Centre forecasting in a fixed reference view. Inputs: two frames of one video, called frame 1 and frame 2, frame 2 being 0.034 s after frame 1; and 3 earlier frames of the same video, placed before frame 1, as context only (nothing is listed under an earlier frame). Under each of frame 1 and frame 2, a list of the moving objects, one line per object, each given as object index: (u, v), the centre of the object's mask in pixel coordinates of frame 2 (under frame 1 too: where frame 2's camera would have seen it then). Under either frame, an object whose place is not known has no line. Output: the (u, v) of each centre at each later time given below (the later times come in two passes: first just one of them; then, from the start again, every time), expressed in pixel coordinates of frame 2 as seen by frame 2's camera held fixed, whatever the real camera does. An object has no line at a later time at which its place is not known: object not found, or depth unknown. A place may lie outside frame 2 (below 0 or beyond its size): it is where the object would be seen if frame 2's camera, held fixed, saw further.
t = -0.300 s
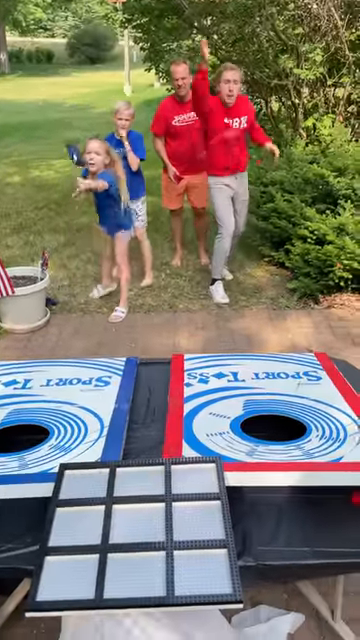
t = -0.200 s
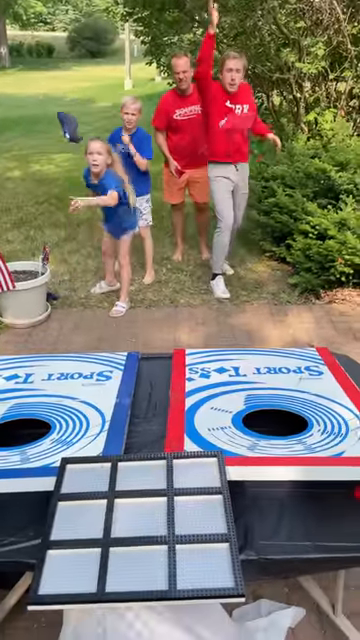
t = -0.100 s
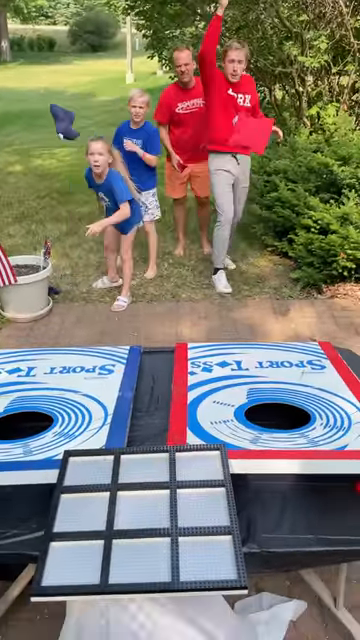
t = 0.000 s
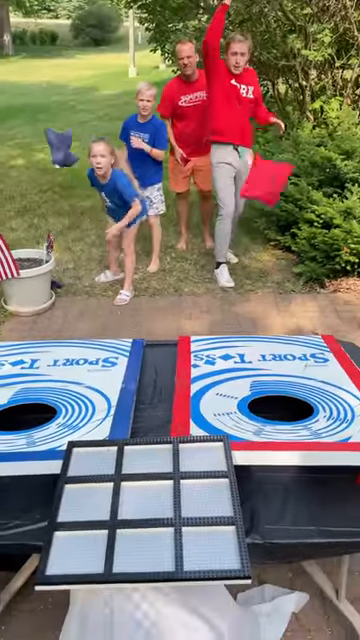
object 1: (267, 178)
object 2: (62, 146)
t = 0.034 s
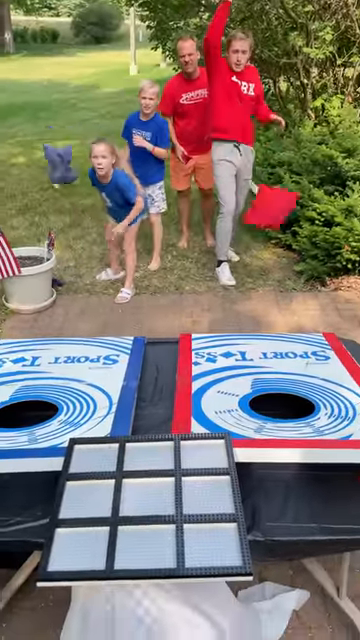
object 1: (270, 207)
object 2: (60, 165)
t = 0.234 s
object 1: (291, 430)
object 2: (52, 386)
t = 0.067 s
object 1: (274, 242)
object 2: (58, 189)
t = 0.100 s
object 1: (277, 284)
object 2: (56, 217)
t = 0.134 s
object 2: (56, 252)
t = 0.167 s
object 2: (55, 289)
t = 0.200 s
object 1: (287, 431)
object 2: (55, 333)
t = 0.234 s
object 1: (291, 430)
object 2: (52, 386)
